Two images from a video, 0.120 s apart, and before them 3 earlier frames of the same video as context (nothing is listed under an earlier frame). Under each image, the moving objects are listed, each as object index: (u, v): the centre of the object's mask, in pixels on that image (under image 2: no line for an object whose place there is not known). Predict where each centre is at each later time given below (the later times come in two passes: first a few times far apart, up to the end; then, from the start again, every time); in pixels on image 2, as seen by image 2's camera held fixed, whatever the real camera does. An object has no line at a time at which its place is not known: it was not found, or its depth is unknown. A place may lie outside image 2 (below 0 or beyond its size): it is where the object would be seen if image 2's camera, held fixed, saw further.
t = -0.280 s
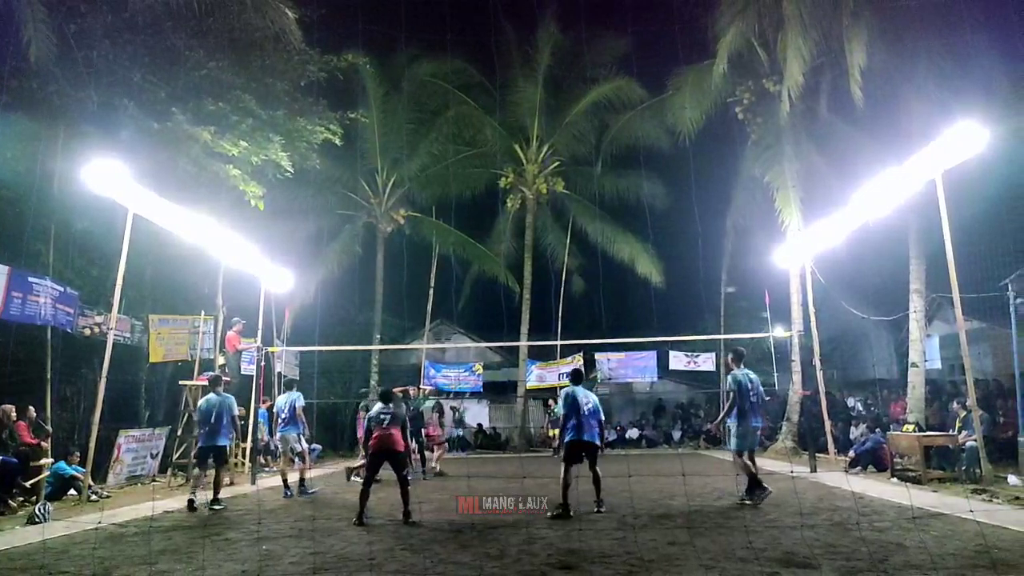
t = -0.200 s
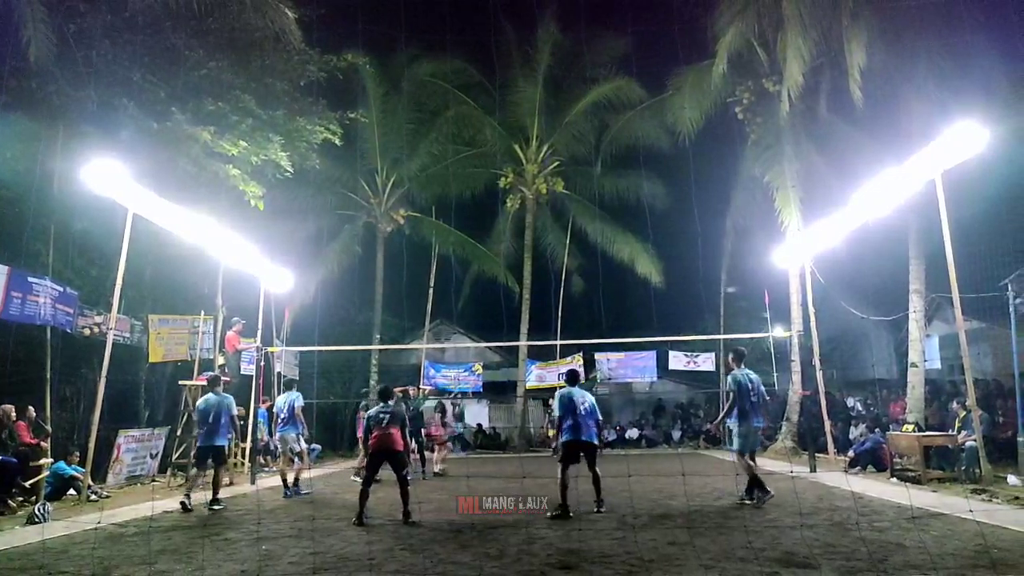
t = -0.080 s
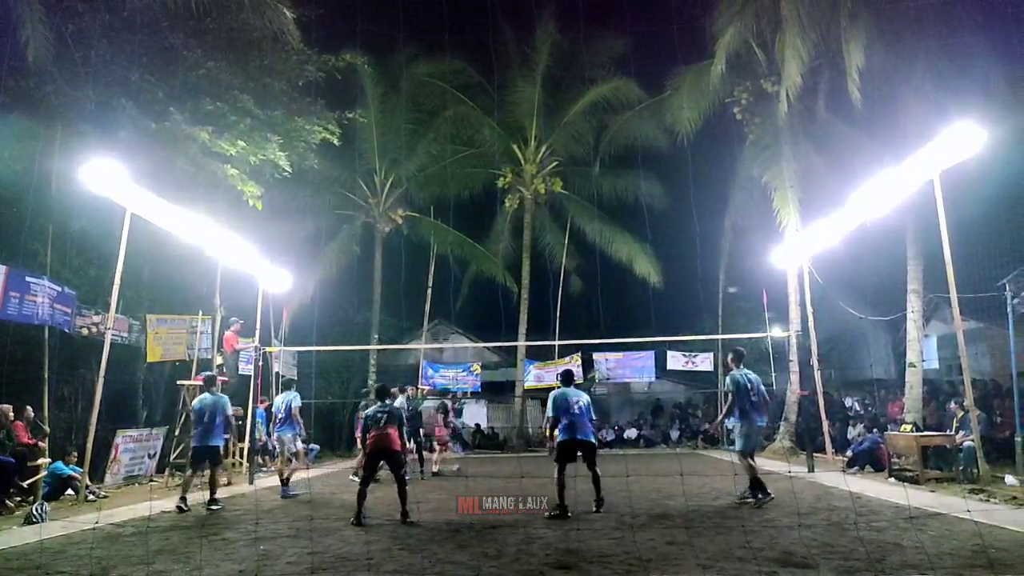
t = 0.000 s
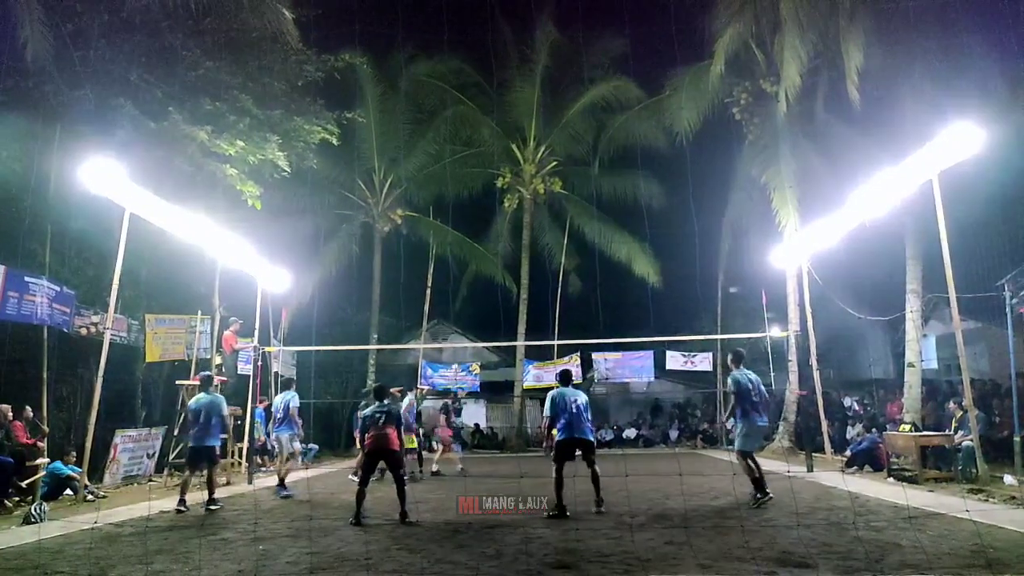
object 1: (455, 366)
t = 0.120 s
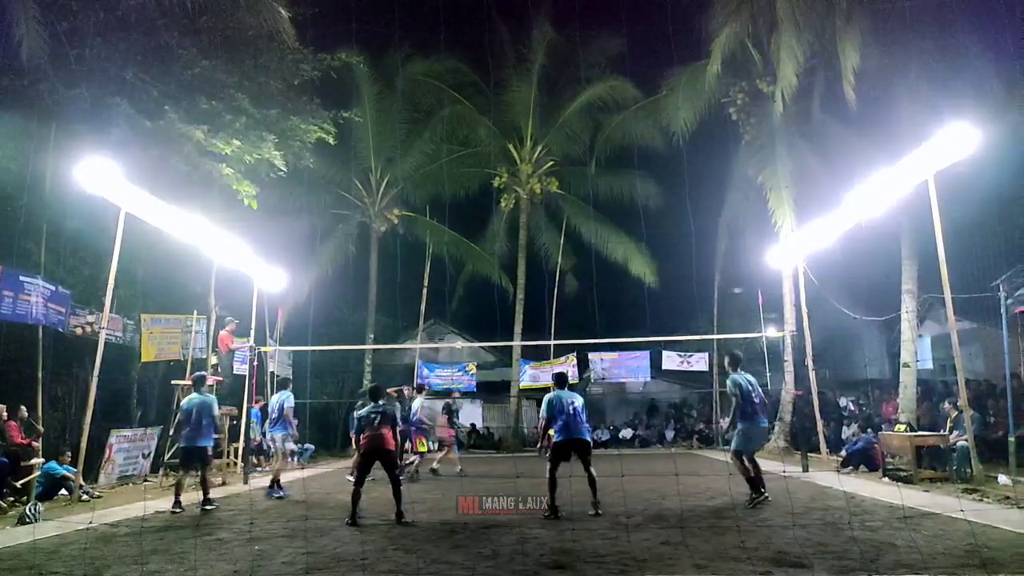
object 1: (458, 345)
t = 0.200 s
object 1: (465, 333)
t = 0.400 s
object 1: (483, 304)
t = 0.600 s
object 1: (505, 289)
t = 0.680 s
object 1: (516, 288)
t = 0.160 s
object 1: (462, 338)
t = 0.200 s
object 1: (465, 333)
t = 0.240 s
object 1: (469, 325)
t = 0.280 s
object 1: (472, 319)
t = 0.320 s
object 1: (475, 314)
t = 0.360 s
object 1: (479, 308)
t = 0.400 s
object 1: (483, 304)
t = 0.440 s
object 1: (487, 298)
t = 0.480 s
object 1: (491, 295)
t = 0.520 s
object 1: (494, 293)
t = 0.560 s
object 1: (500, 290)
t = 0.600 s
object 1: (505, 289)
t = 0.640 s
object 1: (509, 288)
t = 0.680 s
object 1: (516, 288)
